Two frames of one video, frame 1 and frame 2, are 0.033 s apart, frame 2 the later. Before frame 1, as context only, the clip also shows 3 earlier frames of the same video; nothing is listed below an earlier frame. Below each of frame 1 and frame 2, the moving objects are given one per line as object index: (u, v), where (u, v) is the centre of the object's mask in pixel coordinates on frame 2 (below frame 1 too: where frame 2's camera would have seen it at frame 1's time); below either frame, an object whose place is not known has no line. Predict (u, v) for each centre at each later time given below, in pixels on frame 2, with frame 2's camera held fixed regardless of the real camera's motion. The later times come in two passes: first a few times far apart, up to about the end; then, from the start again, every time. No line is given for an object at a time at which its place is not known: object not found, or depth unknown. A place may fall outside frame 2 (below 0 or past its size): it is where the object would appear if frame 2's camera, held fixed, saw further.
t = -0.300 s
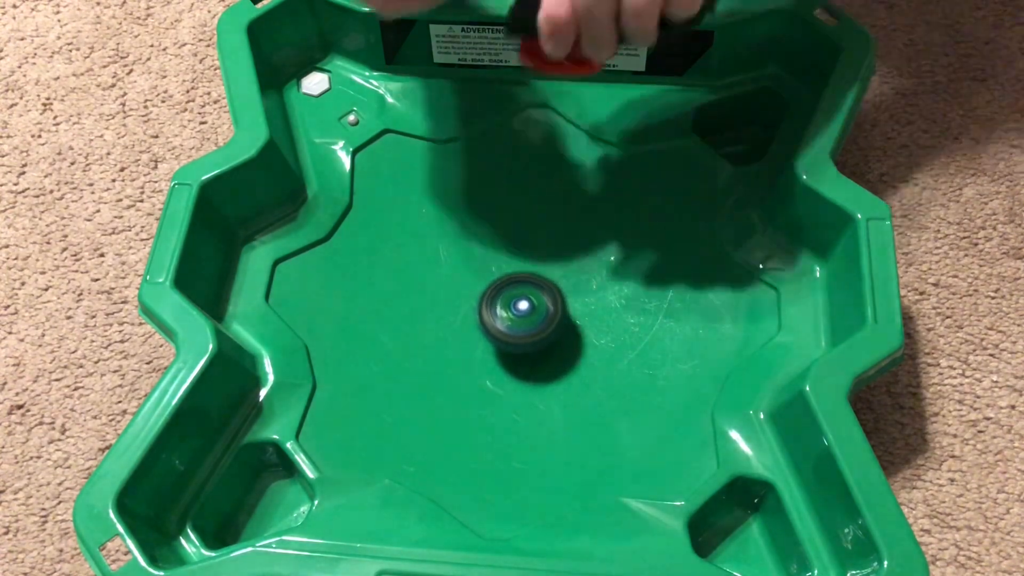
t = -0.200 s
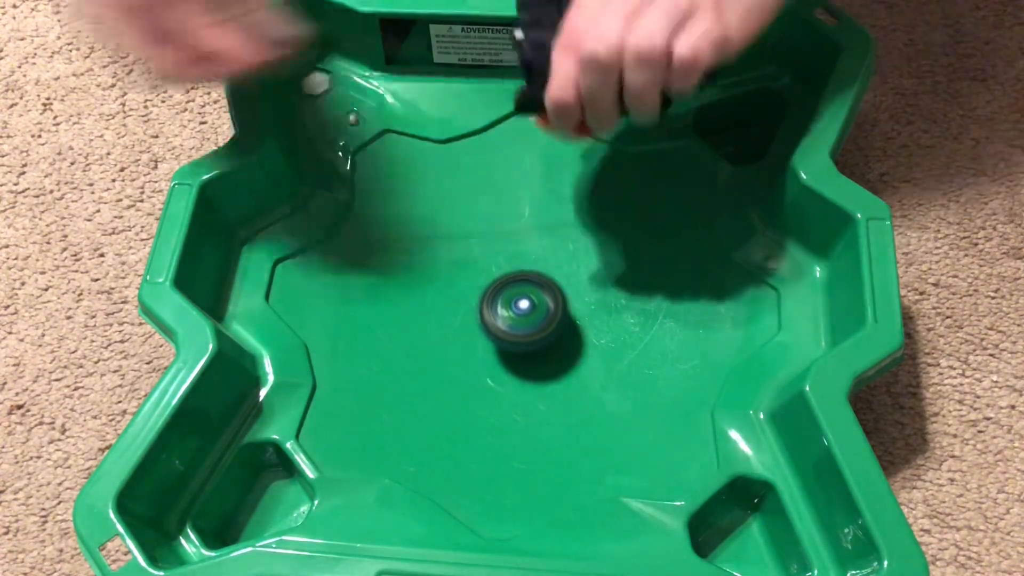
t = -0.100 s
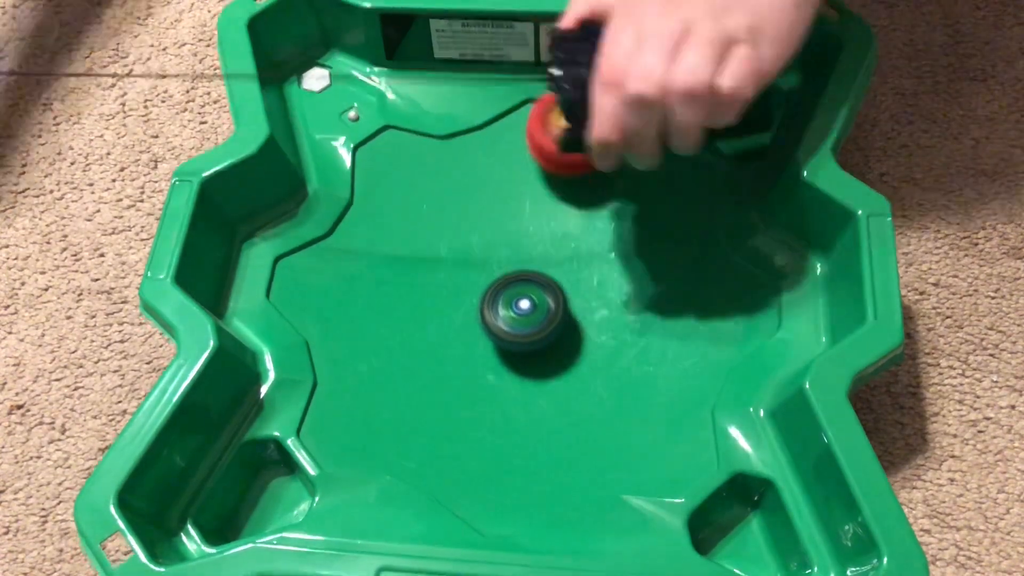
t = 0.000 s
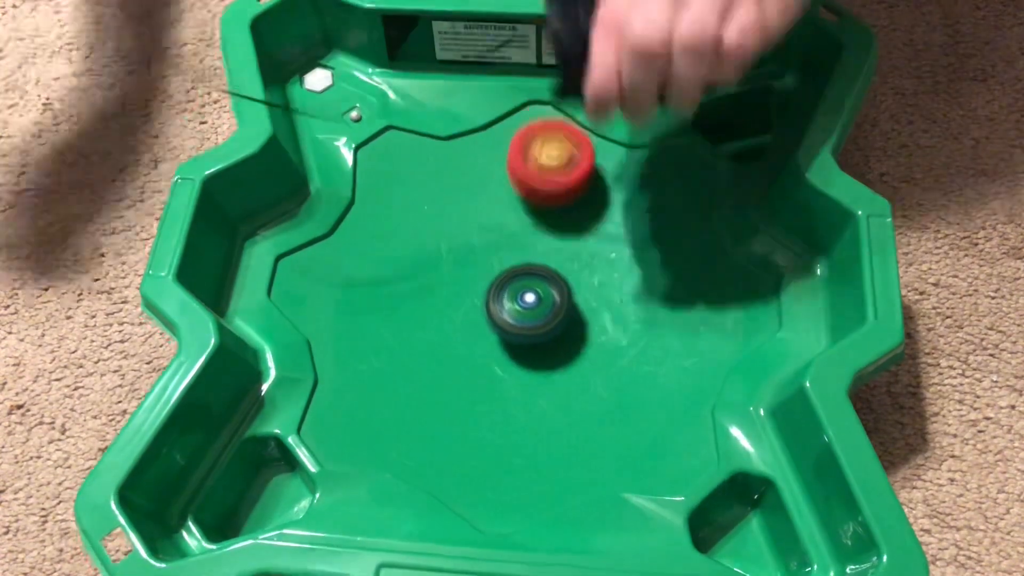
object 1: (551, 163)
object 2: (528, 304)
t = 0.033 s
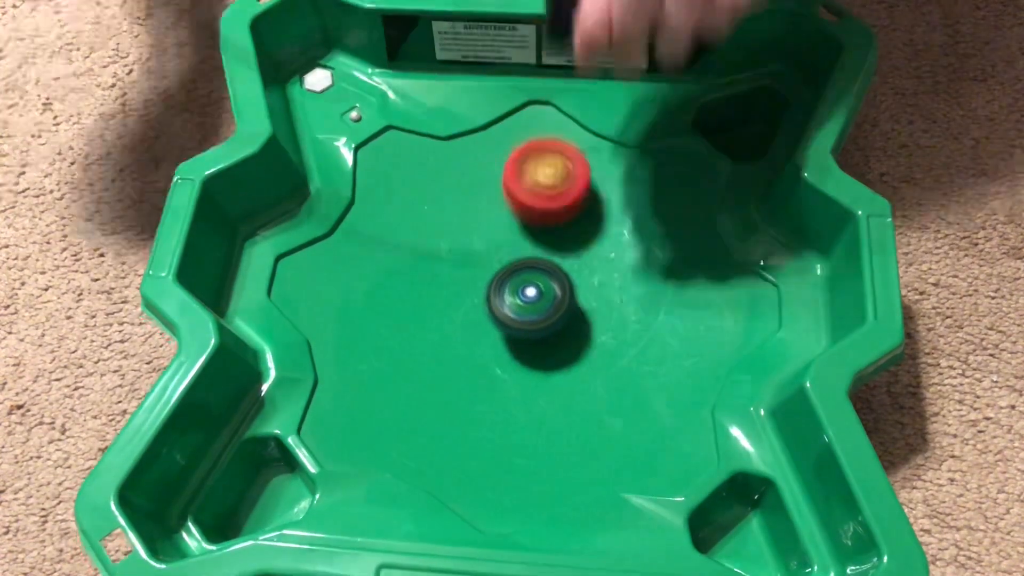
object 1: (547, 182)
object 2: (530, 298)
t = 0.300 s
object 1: (523, 208)
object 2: (510, 482)
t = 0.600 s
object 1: (570, 350)
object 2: (357, 432)
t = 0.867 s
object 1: (509, 317)
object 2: (386, 366)
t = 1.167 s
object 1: (615, 274)
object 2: (505, 302)
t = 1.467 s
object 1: (481, 365)
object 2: (576, 261)
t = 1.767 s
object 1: (506, 136)
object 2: (592, 246)
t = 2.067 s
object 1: (698, 349)
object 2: (555, 241)
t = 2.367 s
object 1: (338, 389)
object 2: (510, 254)
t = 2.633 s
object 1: (492, 135)
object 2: (470, 284)
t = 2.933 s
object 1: (699, 350)
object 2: (459, 311)
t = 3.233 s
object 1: (354, 398)
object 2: (486, 342)
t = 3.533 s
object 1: (495, 139)
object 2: (528, 353)
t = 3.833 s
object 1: (726, 314)
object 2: (560, 329)
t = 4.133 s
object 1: (428, 433)
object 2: (575, 293)
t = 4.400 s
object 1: (408, 169)
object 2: (562, 269)
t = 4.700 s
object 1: (686, 217)
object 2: (521, 256)
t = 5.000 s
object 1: (519, 465)
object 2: (487, 270)
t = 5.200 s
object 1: (325, 353)
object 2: (475, 289)
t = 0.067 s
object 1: (545, 205)
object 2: (532, 298)
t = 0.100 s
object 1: (537, 207)
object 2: (540, 321)
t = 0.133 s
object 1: (527, 193)
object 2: (554, 373)
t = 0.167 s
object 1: (518, 186)
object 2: (562, 416)
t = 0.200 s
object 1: (513, 185)
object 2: (569, 455)
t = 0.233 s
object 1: (511, 188)
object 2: (565, 481)
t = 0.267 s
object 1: (514, 195)
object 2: (535, 482)
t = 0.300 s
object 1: (523, 208)
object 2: (510, 482)
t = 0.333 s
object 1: (536, 225)
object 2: (490, 471)
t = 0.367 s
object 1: (548, 248)
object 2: (473, 462)
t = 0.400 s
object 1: (555, 274)
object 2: (461, 447)
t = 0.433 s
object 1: (555, 304)
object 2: (454, 433)
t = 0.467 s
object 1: (548, 333)
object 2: (450, 417)
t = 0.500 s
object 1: (537, 359)
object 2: (447, 406)
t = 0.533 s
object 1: (554, 356)
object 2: (412, 421)
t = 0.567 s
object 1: (565, 352)
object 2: (381, 426)
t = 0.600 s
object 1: (570, 350)
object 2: (357, 432)
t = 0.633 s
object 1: (569, 350)
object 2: (345, 429)
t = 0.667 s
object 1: (564, 352)
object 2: (338, 423)
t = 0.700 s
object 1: (554, 354)
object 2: (339, 416)
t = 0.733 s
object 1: (543, 355)
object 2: (343, 406)
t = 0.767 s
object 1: (531, 351)
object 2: (351, 397)
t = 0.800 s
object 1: (521, 343)
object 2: (361, 386)
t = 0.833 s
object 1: (512, 332)
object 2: (372, 376)
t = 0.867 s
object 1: (509, 317)
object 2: (386, 366)
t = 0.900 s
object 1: (509, 302)
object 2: (401, 356)
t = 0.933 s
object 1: (514, 288)
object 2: (415, 347)
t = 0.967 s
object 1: (524, 276)
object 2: (431, 338)
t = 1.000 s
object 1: (537, 266)
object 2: (446, 330)
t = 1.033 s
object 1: (552, 259)
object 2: (459, 324)
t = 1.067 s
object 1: (568, 256)
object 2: (472, 318)
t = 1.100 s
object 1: (585, 257)
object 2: (483, 313)
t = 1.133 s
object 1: (601, 263)
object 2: (494, 307)
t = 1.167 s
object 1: (615, 274)
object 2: (505, 302)
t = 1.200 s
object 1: (624, 288)
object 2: (515, 296)
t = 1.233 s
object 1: (628, 307)
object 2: (523, 291)
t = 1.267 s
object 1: (623, 326)
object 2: (533, 285)
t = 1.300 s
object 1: (612, 345)
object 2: (541, 281)
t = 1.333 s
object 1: (593, 360)
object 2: (551, 277)
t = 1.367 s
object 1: (569, 371)
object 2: (557, 273)
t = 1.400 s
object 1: (541, 377)
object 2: (563, 267)
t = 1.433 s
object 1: (511, 374)
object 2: (570, 264)
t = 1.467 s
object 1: (481, 365)
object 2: (576, 261)
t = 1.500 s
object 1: (455, 347)
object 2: (581, 258)
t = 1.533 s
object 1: (434, 324)
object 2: (584, 255)
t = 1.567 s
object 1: (420, 295)
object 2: (589, 253)
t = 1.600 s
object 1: (415, 264)
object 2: (591, 251)
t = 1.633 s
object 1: (418, 232)
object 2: (592, 250)
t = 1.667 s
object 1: (429, 202)
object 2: (593, 249)
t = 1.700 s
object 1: (448, 175)
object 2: (594, 248)
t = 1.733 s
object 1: (474, 153)
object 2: (594, 247)
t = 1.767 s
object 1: (506, 136)
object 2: (592, 246)
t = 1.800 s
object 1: (541, 127)
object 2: (590, 246)
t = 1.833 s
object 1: (580, 126)
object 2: (588, 246)
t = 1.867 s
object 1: (612, 139)
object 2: (584, 246)
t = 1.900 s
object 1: (642, 162)
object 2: (580, 246)
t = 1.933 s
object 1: (670, 190)
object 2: (575, 244)
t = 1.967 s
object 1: (692, 226)
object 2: (569, 243)
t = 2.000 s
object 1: (705, 266)
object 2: (564, 242)
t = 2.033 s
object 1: (707, 309)
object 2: (559, 241)
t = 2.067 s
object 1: (698, 349)
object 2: (555, 241)
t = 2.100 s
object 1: (679, 389)
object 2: (550, 241)
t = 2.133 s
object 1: (647, 426)
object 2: (546, 242)
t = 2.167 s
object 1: (605, 455)
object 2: (541, 243)
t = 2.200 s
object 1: (556, 476)
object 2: (537, 244)
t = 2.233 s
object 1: (499, 485)
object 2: (531, 245)
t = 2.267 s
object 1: (446, 476)
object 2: (525, 244)
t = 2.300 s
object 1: (403, 446)
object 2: (520, 249)
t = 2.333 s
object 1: (366, 422)
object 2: (514, 249)
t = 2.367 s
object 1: (338, 389)
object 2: (510, 254)
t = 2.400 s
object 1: (327, 348)
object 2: (506, 258)
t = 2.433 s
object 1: (330, 311)
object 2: (498, 260)
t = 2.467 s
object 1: (339, 273)
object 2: (494, 265)
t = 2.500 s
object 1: (355, 234)
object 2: (488, 270)
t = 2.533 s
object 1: (381, 199)
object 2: (483, 273)
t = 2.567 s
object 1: (414, 169)
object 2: (479, 279)
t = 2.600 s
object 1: (452, 149)
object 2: (474, 281)
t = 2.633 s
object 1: (492, 135)
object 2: (470, 284)
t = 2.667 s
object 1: (533, 131)
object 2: (466, 286)
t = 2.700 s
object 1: (576, 134)
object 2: (465, 289)
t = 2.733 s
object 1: (617, 146)
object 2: (463, 292)
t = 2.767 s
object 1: (653, 165)
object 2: (462, 295)
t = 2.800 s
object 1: (686, 190)
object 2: (461, 297)
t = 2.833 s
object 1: (702, 222)
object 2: (458, 301)
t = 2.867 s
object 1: (707, 262)
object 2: (458, 304)
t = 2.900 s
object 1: (706, 307)
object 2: (458, 308)
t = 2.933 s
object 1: (699, 350)
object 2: (459, 311)
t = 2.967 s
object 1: (681, 390)
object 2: (461, 316)
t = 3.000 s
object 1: (653, 426)
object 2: (462, 319)
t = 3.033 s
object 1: (615, 455)
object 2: (463, 322)
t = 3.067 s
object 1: (569, 474)
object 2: (466, 326)
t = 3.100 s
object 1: (517, 482)
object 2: (469, 329)
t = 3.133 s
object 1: (465, 479)
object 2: (471, 331)
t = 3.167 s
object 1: (422, 455)
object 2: (475, 335)
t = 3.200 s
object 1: (386, 433)
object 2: (480, 338)
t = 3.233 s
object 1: (354, 398)
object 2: (486, 342)
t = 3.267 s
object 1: (333, 363)
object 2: (492, 346)
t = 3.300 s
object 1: (322, 321)
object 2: (496, 349)
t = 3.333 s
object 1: (323, 281)
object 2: (502, 351)
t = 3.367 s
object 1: (334, 243)
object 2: (506, 352)
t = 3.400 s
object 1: (354, 210)
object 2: (510, 353)
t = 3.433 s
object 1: (384, 181)
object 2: (514, 353)
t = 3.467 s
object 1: (417, 160)
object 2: (520, 354)
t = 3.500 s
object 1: (454, 146)
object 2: (524, 354)
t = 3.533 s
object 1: (495, 139)
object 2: (528, 353)
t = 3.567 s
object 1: (536, 138)
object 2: (532, 352)
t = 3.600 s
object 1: (578, 142)
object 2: (536, 350)
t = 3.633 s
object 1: (616, 152)
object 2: (540, 349)
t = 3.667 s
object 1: (654, 167)
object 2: (545, 348)
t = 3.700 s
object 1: (688, 187)
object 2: (548, 346)
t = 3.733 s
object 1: (708, 210)
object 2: (550, 343)
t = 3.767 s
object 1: (722, 246)
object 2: (554, 339)
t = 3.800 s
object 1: (723, 278)
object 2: (556, 335)
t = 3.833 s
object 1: (726, 314)
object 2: (560, 329)
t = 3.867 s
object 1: (720, 346)
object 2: (562, 325)
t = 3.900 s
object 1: (700, 378)
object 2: (566, 320)
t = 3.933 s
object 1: (673, 408)
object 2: (568, 317)
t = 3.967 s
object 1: (642, 434)
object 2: (571, 312)
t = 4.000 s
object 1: (602, 453)
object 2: (573, 307)
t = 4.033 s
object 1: (558, 462)
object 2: (575, 303)
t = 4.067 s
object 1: (512, 462)
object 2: (575, 299)
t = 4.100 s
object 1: (467, 452)
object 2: (575, 295)
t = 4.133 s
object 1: (428, 433)
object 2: (575, 293)
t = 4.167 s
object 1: (396, 406)
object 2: (574, 289)
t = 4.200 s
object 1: (373, 374)
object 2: (574, 286)
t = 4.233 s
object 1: (358, 337)
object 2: (572, 283)
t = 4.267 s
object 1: (351, 300)
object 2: (571, 280)
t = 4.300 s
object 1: (354, 263)
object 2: (569, 278)
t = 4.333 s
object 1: (365, 228)
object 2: (567, 274)
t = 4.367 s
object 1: (383, 197)
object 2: (565, 271)
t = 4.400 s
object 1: (408, 169)
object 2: (562, 269)
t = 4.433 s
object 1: (438, 149)
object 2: (558, 267)
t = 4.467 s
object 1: (471, 132)
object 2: (554, 265)
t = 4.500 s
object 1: (507, 122)
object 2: (550, 263)
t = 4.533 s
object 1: (544, 118)
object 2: (546, 261)
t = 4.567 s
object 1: (579, 122)
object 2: (542, 260)
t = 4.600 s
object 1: (609, 139)
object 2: (538, 258)
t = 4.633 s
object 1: (638, 161)
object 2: (532, 258)
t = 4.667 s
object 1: (665, 187)
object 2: (527, 257)
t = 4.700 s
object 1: (686, 217)
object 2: (521, 256)
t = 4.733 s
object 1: (700, 252)
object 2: (516, 257)
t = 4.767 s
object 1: (703, 287)
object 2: (511, 257)
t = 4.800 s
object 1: (699, 323)
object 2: (507, 257)
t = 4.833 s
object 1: (687, 359)
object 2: (503, 259)
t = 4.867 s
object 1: (665, 390)
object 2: (499, 260)
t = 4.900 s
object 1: (636, 419)
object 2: (495, 261)
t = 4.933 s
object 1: (601, 441)
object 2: (493, 264)
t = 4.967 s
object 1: (560, 457)
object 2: (489, 266)
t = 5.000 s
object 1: (519, 465)
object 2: (487, 270)
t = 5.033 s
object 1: (475, 466)
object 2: (484, 273)
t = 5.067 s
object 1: (432, 457)
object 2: (481, 275)
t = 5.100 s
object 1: (394, 442)
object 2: (478, 279)
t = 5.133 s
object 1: (360, 417)
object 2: (476, 281)
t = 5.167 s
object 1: (333, 389)
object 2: (474, 285)
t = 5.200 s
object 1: (325, 353)
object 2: (475, 289)
